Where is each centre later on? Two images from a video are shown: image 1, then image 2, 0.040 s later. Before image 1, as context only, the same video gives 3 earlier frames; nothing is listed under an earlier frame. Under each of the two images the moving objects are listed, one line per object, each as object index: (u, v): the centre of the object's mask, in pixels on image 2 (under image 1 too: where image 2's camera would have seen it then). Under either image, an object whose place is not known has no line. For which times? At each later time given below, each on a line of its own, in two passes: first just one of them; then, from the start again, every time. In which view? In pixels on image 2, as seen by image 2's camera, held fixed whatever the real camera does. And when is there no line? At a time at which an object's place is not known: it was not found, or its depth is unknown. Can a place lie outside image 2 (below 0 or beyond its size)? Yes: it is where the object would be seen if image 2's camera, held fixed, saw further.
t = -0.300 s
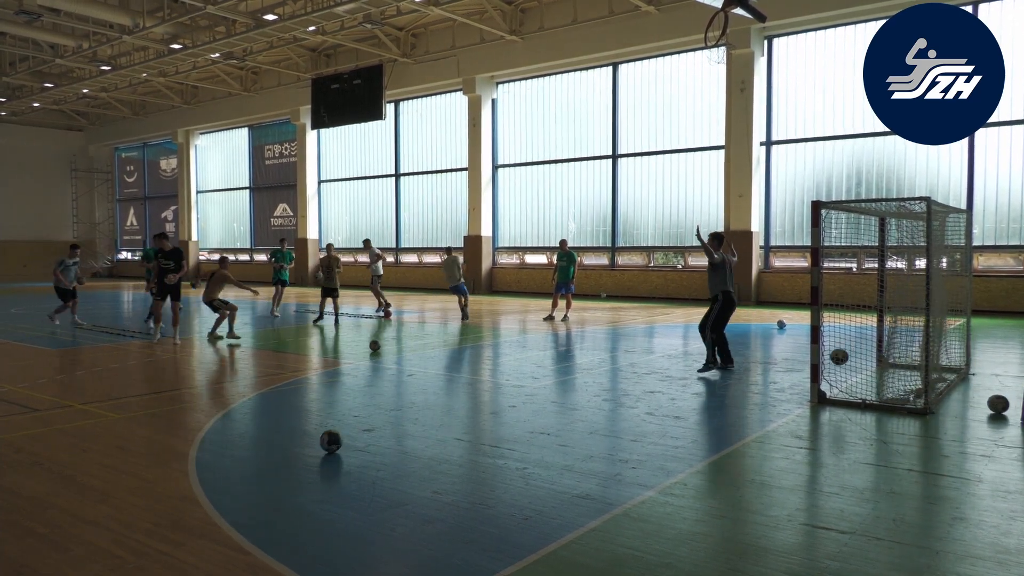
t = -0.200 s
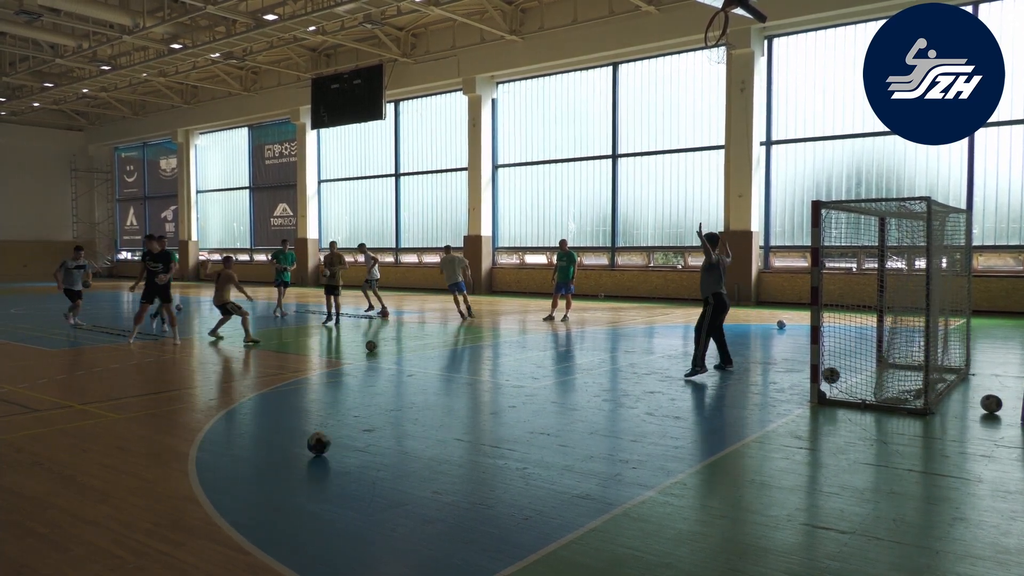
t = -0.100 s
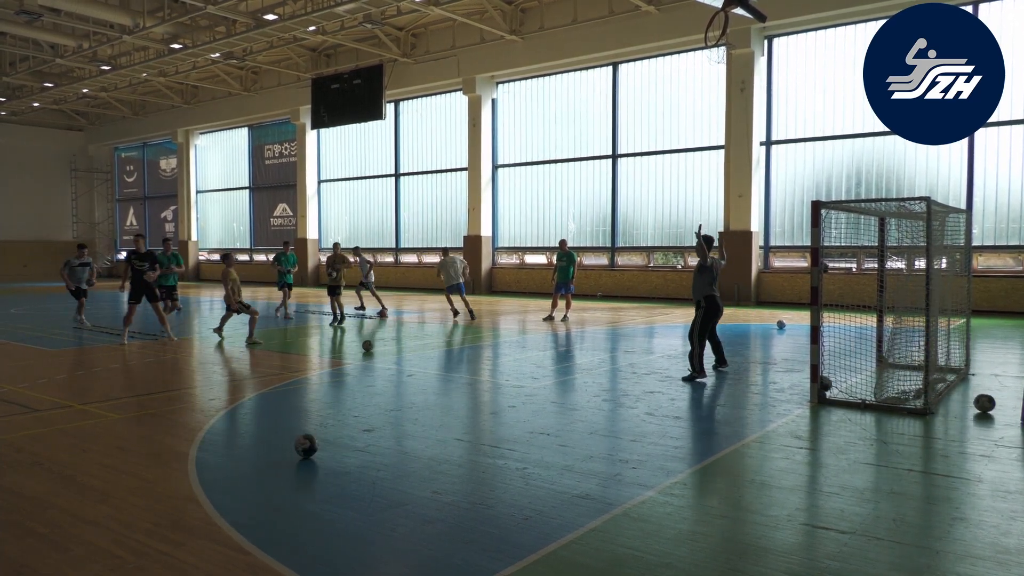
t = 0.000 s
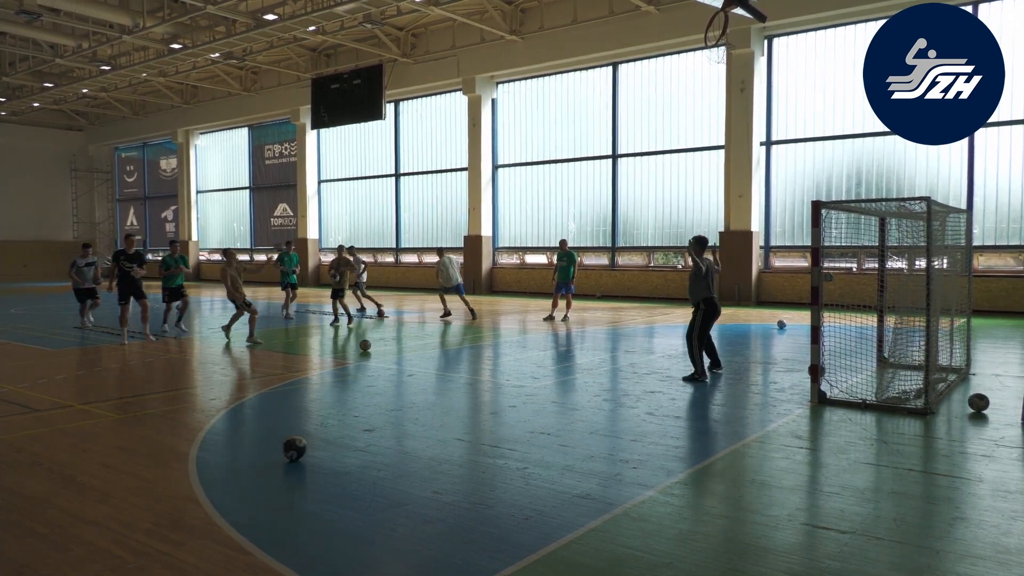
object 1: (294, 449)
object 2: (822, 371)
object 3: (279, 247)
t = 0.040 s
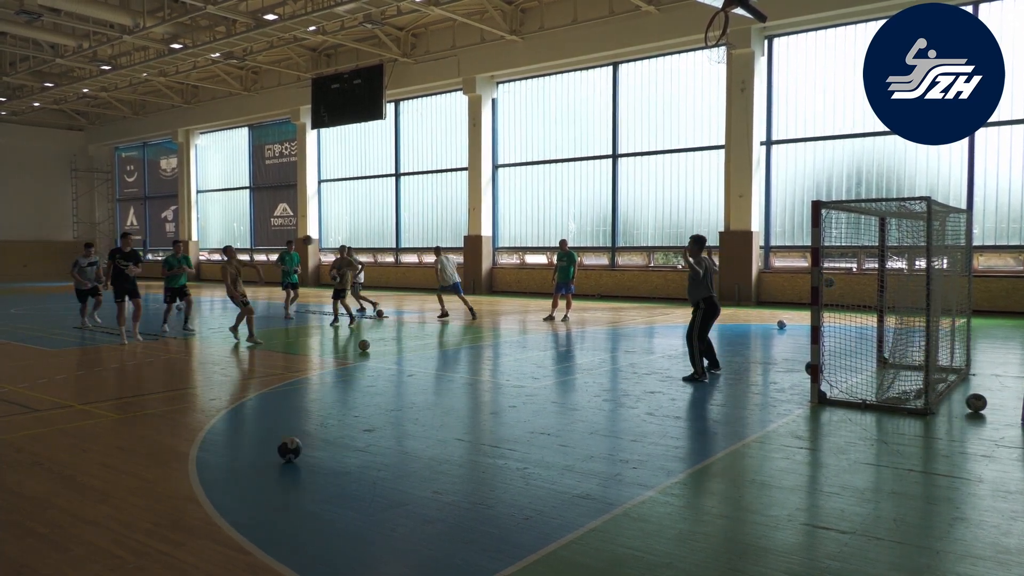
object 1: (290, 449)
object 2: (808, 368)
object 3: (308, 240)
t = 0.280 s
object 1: (262, 455)
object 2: (796, 382)
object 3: (519, 208)
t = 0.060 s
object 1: (287, 450)
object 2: (807, 368)
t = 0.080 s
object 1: (285, 450)
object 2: (807, 367)
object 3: (338, 234)
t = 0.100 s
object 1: (282, 451)
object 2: (806, 367)
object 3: (353, 231)
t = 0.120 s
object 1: (280, 451)
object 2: (805, 367)
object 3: (370, 228)
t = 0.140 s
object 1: (278, 452)
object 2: (805, 368)
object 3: (387, 225)
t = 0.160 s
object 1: (276, 452)
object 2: (804, 369)
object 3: (404, 222)
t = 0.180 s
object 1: (273, 453)
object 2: (803, 370)
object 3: (422, 219)
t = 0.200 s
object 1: (272, 454)
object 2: (802, 372)
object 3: (440, 217)
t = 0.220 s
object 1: (269, 453)
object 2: (801, 374)
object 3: (459, 215)
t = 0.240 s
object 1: (267, 454)
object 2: (799, 376)
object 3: (478, 212)
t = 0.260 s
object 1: (265, 454)
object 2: (798, 379)
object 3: (498, 210)
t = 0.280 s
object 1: (262, 455)
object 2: (796, 382)
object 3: (519, 208)
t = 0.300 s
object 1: (260, 455)
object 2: (795, 386)
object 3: (540, 207)
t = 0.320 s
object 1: (258, 456)
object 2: (794, 385)
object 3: (563, 205)
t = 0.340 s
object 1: (256, 456)
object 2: (793, 382)
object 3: (585, 204)
